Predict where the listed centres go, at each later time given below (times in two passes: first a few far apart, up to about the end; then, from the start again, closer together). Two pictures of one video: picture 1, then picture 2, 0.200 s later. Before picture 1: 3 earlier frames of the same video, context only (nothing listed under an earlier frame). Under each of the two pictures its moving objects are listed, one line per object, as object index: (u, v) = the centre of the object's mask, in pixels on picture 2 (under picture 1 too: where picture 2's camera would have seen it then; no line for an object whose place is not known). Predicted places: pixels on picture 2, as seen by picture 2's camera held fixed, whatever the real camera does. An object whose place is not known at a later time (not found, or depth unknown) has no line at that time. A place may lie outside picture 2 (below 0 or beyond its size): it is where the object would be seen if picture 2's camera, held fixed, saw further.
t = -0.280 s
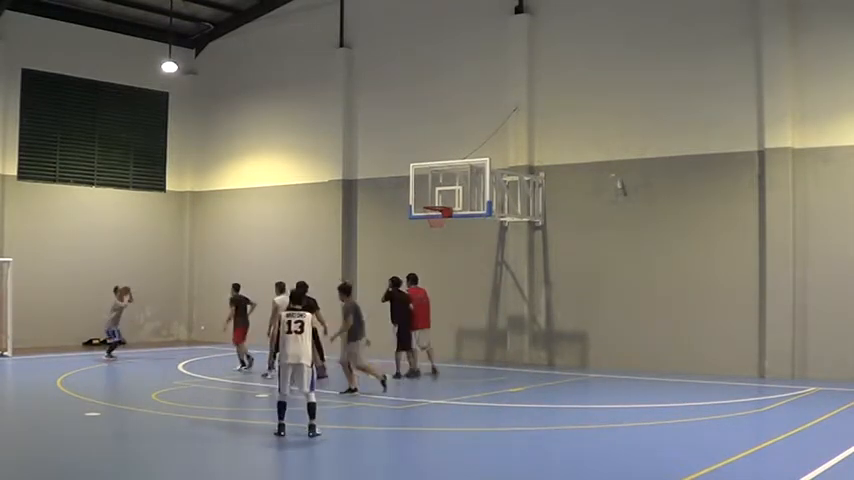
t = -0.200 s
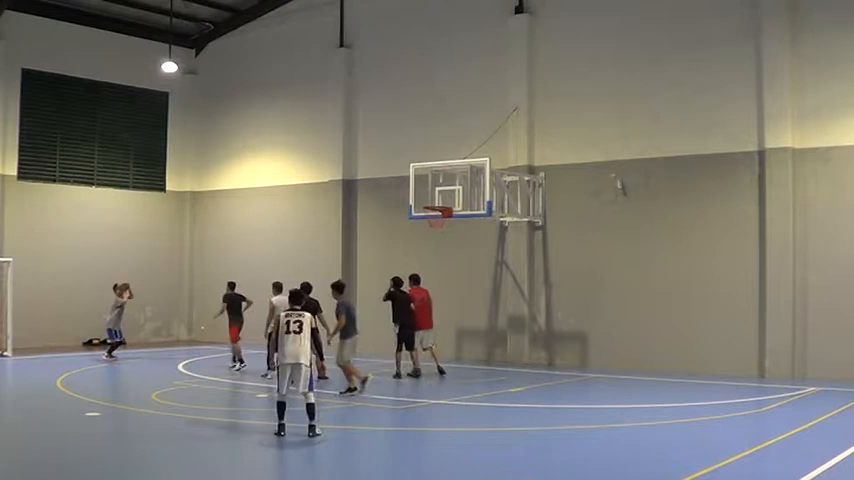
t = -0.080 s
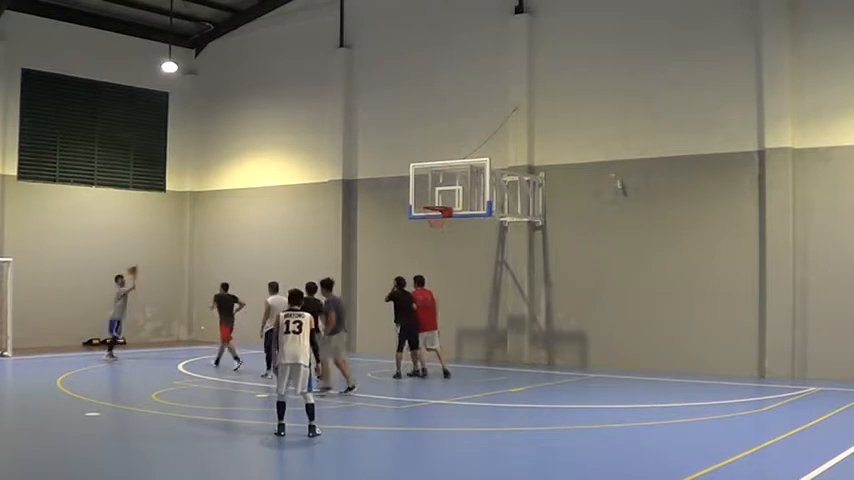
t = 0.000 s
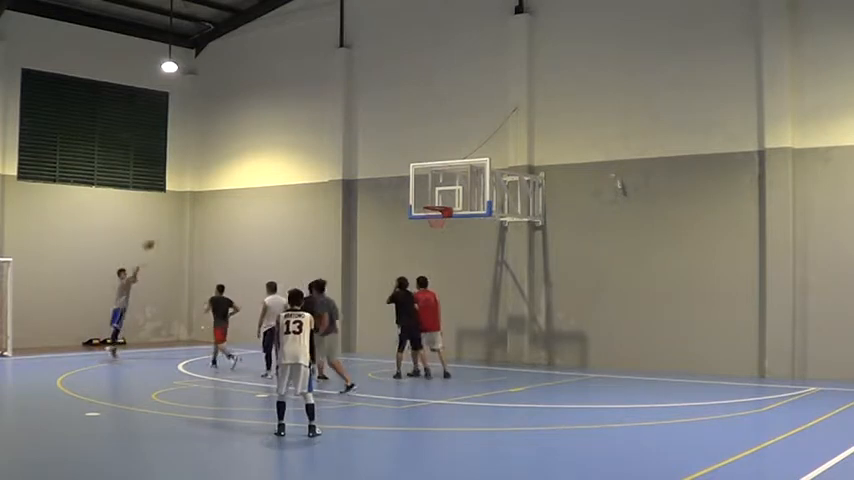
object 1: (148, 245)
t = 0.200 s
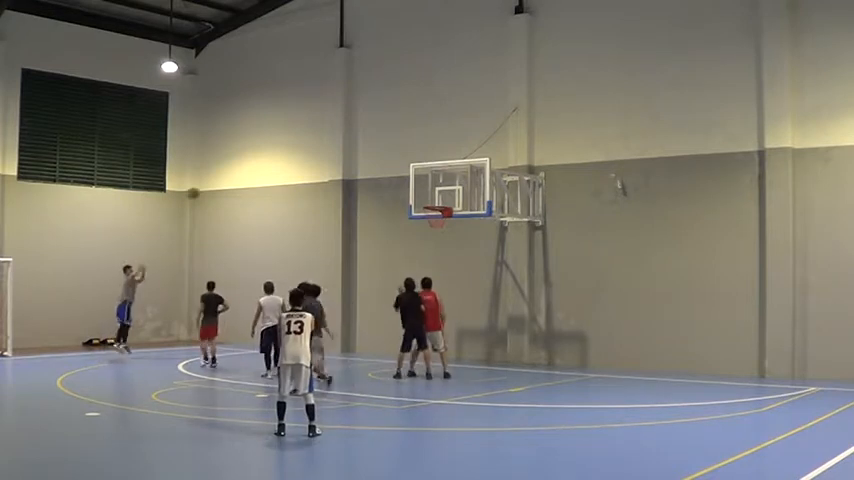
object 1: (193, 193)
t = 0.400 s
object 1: (238, 158)
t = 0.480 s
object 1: (257, 150)
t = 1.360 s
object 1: (446, 180)
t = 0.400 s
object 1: (238, 158)
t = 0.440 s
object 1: (248, 154)
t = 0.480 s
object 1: (257, 150)
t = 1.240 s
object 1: (435, 191)
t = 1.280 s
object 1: (439, 186)
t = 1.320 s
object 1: (443, 182)
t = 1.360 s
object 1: (446, 180)
